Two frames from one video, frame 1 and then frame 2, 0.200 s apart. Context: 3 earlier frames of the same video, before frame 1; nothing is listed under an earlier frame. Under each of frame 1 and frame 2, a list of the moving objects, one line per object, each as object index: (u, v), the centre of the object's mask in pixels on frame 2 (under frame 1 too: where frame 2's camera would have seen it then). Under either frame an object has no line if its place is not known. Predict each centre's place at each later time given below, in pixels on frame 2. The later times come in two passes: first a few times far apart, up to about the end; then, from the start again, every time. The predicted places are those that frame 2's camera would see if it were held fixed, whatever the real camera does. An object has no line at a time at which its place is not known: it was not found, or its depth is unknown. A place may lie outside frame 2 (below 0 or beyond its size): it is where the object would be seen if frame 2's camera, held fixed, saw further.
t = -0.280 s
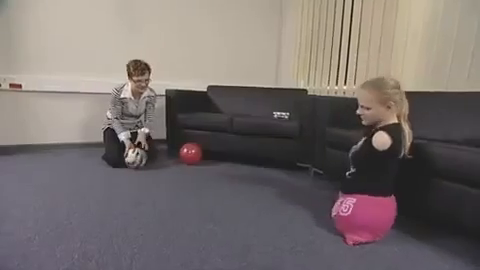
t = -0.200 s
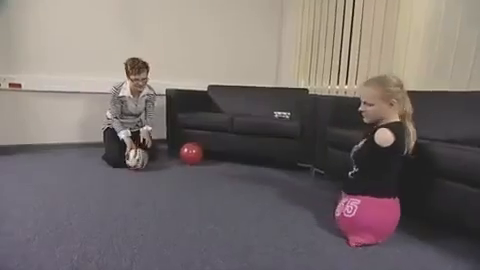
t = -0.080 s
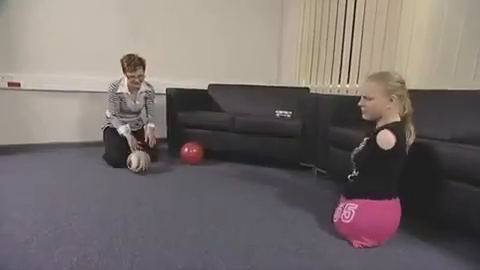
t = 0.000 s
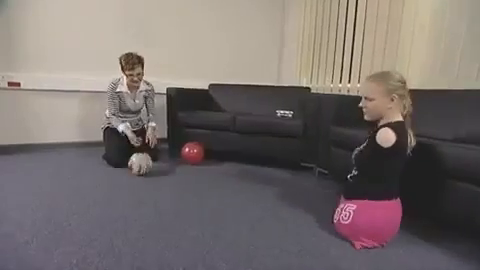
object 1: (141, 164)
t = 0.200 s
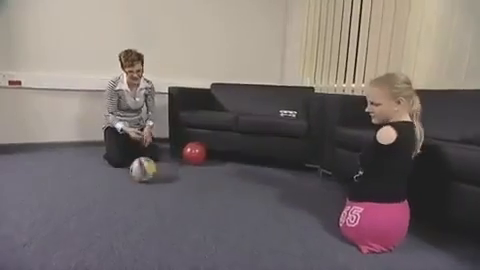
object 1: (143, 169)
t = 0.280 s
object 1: (142, 171)
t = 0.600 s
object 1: (139, 180)
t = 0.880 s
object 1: (130, 192)
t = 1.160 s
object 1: (113, 205)
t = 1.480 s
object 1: (89, 219)
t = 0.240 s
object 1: (142, 170)
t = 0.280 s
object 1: (142, 171)
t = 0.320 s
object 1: (143, 172)
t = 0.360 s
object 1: (142, 173)
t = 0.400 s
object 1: (142, 175)
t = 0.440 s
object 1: (142, 176)
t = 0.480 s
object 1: (141, 177)
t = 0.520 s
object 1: (140, 179)
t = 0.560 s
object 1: (140, 179)
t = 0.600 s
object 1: (139, 180)
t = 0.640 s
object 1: (139, 181)
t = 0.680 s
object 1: (138, 184)
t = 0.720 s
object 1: (137, 185)
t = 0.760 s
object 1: (136, 187)
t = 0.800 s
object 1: (134, 188)
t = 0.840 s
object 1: (132, 190)
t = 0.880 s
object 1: (130, 192)
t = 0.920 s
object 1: (128, 194)
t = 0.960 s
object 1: (126, 196)
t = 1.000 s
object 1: (123, 198)
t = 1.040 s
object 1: (120, 200)
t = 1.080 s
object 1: (118, 202)
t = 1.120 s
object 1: (115, 203)
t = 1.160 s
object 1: (113, 205)
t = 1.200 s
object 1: (110, 207)
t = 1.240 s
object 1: (107, 209)
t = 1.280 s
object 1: (105, 210)
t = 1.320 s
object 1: (102, 211)
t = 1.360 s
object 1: (100, 213)
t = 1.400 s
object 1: (96, 215)
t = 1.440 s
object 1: (93, 217)
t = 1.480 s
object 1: (89, 219)
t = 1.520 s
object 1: (86, 221)
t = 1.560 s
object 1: (82, 223)
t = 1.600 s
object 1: (77, 225)
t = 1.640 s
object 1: (72, 227)
